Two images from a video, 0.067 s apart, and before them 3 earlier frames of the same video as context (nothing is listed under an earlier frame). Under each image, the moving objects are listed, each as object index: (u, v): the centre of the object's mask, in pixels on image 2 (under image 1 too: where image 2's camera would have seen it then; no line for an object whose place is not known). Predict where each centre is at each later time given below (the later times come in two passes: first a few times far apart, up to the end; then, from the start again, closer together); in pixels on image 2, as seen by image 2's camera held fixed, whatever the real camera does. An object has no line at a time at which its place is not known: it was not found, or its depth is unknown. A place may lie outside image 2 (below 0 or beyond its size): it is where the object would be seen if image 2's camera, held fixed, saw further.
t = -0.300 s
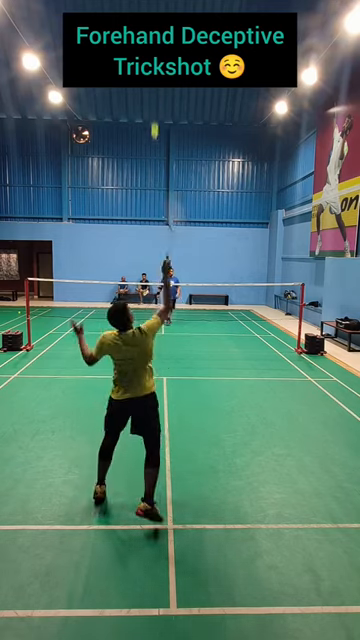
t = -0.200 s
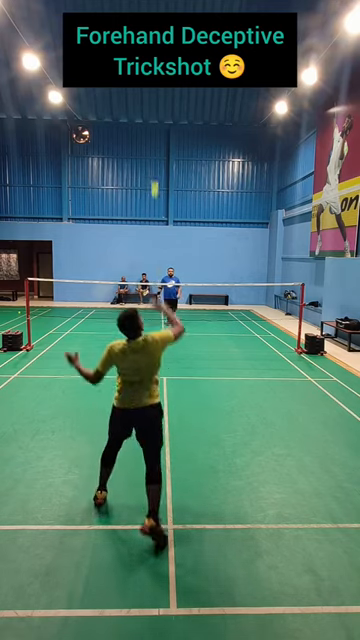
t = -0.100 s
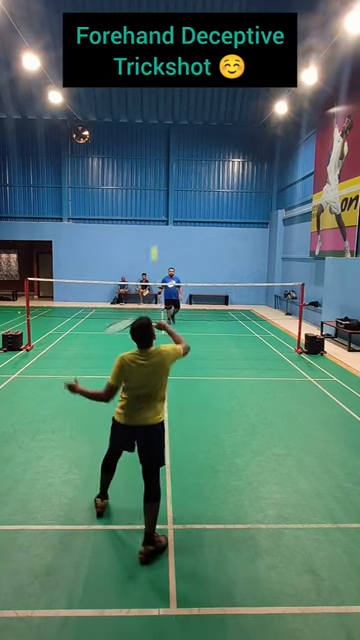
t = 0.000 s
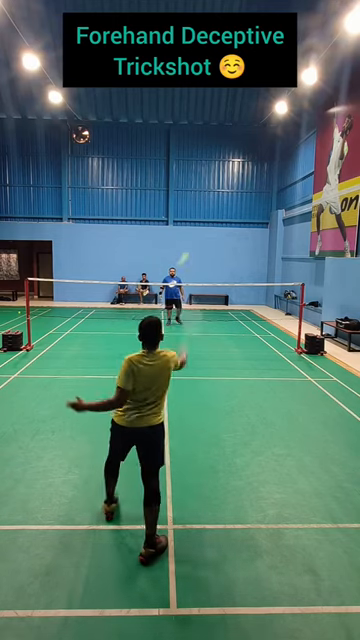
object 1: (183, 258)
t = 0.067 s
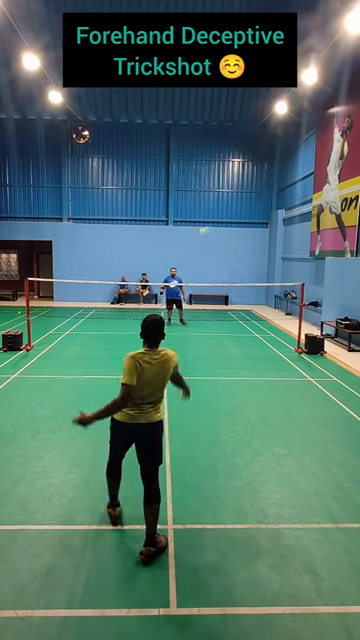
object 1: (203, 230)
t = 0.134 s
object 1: (220, 218)
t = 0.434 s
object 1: (251, 215)
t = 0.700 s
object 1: (262, 242)
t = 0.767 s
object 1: (264, 251)
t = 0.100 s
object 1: (214, 224)
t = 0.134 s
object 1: (220, 218)
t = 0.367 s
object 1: (247, 212)
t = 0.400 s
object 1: (249, 213)
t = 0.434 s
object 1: (251, 215)
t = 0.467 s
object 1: (253, 217)
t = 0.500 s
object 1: (254, 221)
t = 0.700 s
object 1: (262, 242)
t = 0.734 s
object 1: (263, 247)
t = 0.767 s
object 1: (264, 251)
